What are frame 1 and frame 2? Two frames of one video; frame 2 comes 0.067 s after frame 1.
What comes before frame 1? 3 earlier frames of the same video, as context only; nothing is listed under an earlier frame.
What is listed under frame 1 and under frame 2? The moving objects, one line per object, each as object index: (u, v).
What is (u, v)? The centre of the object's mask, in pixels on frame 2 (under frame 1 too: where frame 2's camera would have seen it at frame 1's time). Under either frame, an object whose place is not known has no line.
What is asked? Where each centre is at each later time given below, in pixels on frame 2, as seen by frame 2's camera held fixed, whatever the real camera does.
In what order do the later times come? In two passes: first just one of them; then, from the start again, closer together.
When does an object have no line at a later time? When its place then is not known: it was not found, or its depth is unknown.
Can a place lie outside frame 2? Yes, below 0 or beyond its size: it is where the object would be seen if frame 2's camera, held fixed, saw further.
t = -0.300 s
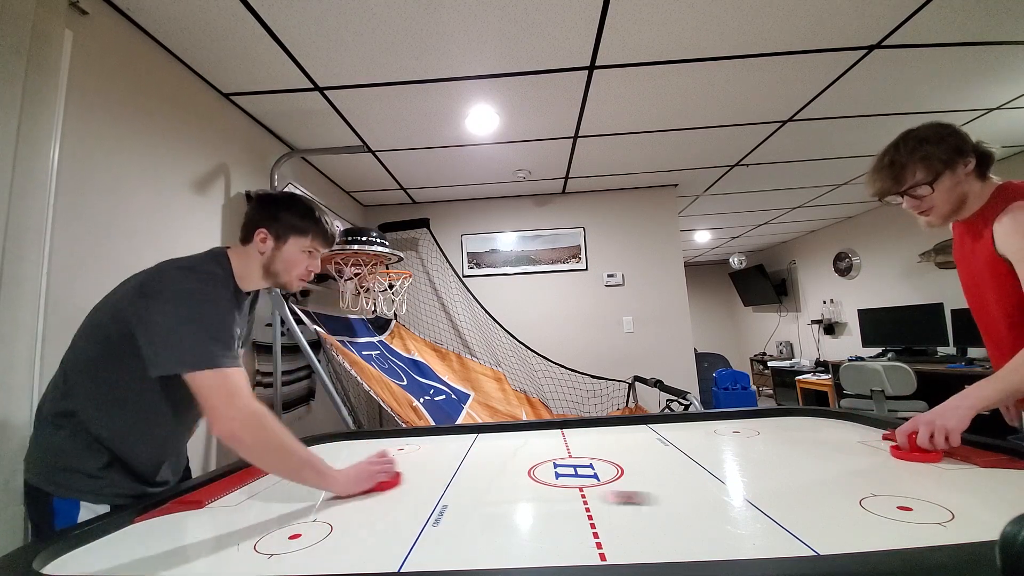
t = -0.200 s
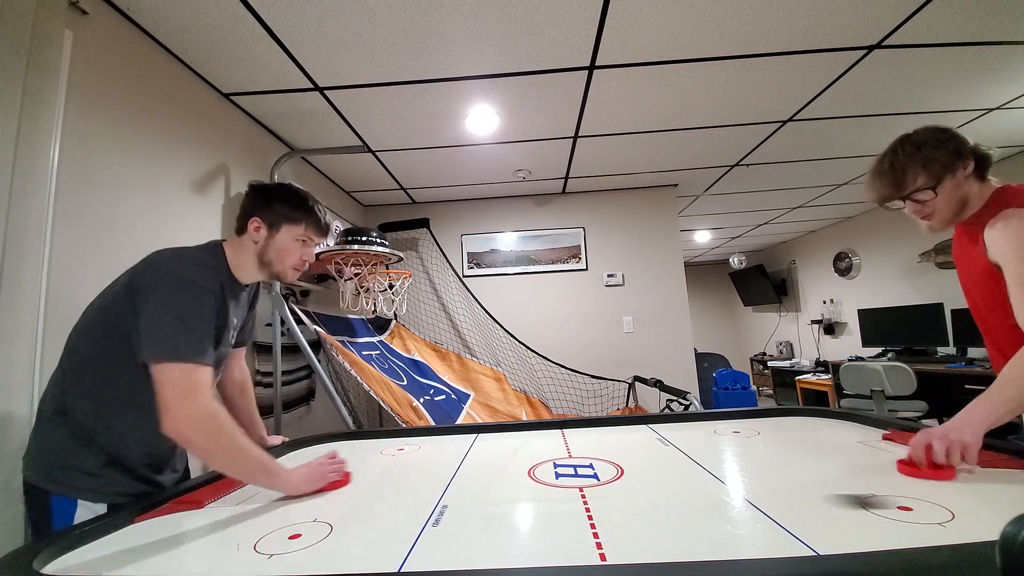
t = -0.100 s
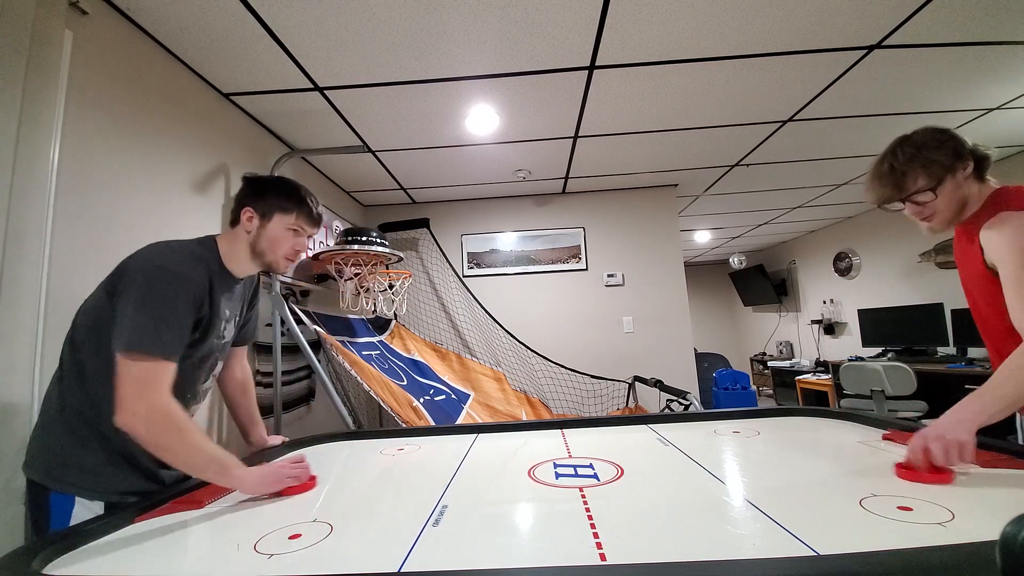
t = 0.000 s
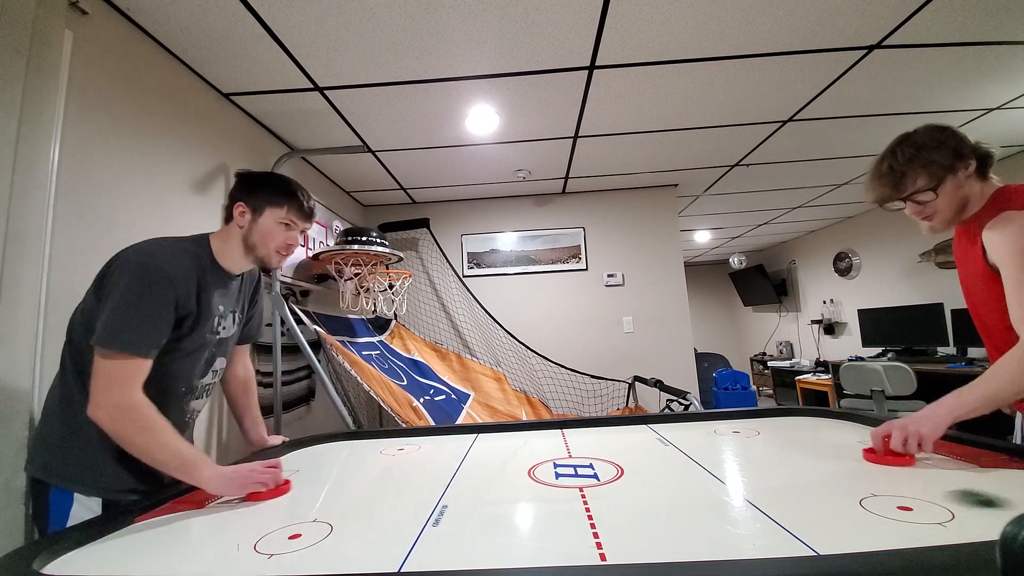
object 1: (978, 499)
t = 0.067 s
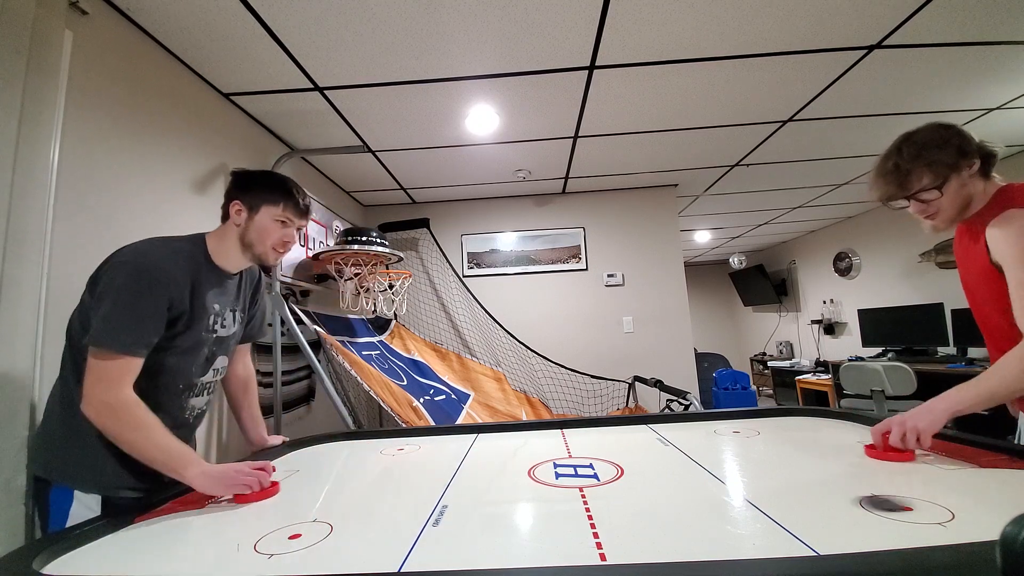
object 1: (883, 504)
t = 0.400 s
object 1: (525, 502)
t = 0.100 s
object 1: (837, 504)
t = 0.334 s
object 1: (588, 503)
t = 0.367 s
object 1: (554, 503)
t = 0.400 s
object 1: (525, 502)
